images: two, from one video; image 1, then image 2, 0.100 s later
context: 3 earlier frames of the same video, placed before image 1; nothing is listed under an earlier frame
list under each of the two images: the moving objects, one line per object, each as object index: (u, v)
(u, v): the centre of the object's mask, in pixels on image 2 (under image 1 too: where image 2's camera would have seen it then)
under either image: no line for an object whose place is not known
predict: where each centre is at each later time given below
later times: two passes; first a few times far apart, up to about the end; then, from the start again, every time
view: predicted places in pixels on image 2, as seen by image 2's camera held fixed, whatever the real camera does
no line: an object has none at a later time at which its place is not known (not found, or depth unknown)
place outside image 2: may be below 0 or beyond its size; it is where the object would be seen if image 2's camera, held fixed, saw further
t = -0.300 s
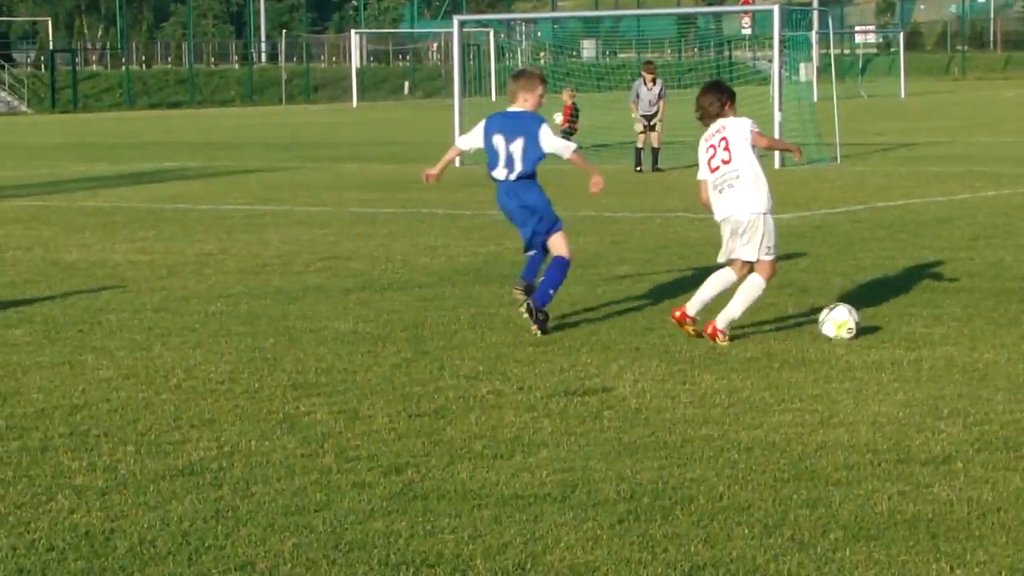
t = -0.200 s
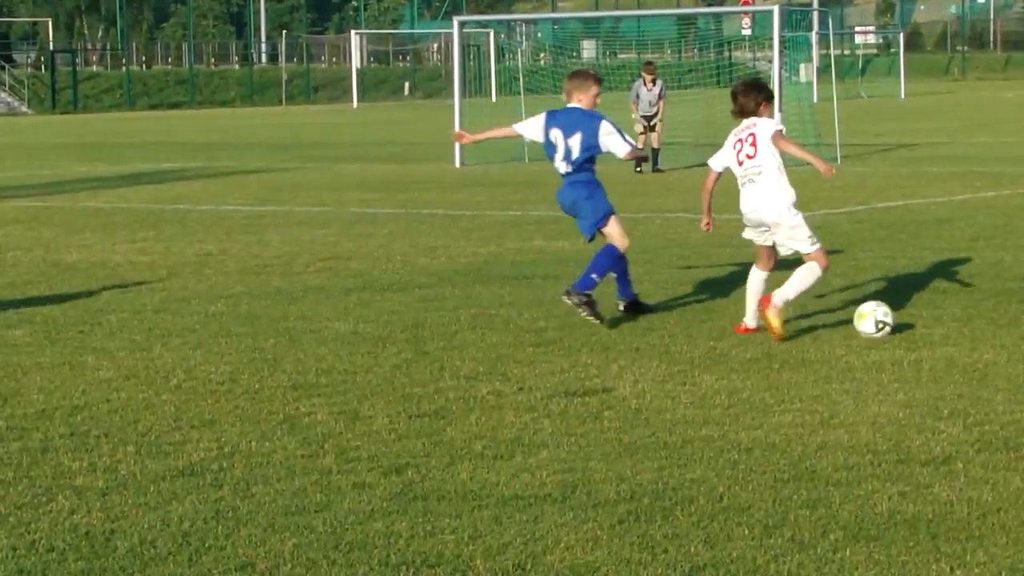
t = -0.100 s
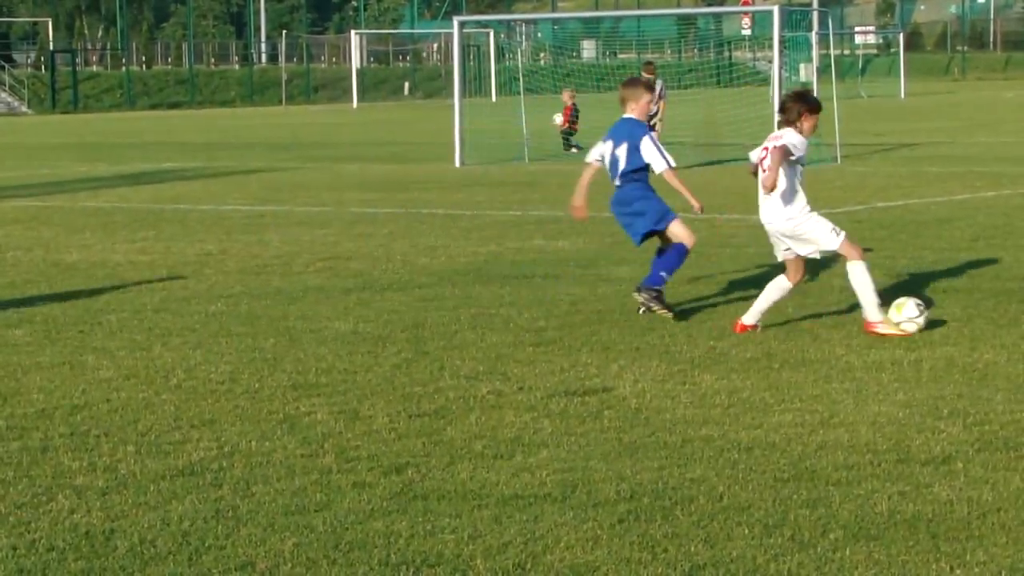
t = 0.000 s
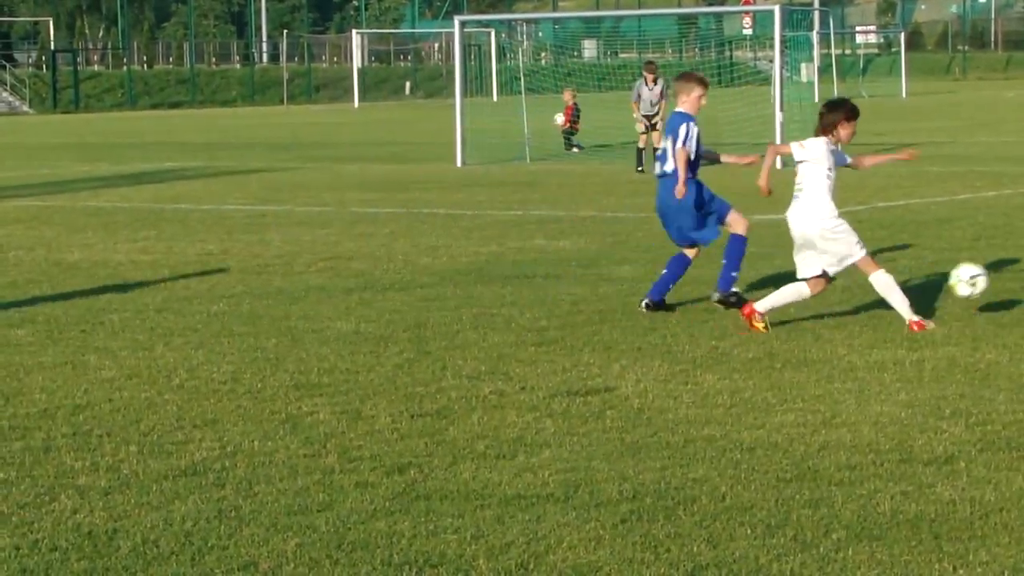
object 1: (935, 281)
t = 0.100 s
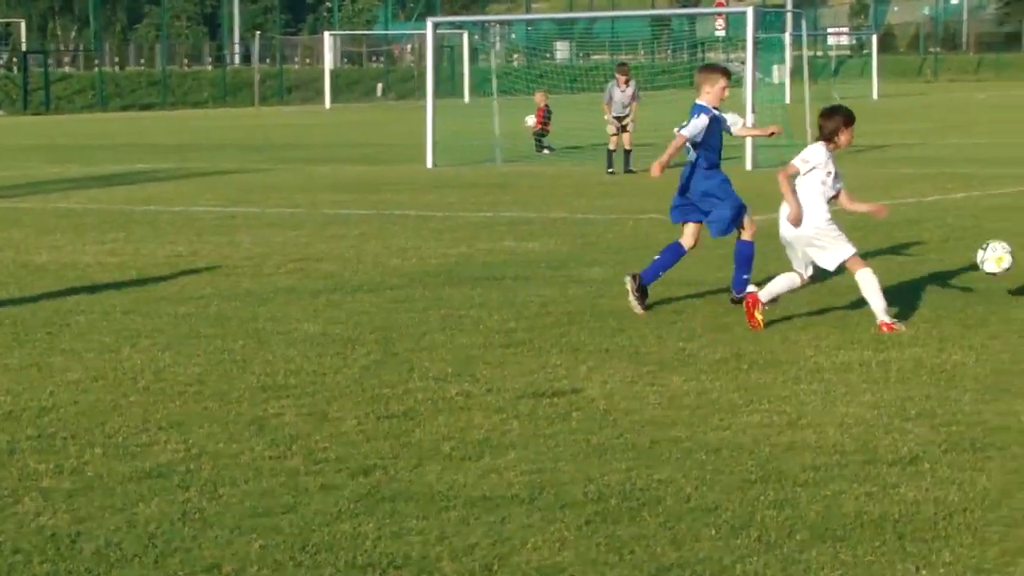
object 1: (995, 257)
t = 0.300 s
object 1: (1098, 263)
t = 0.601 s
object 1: (1177, 249)
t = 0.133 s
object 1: (1014, 254)
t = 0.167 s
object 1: (1032, 252)
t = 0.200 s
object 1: (1050, 251)
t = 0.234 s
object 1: (1067, 253)
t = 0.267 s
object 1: (1082, 257)
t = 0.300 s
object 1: (1098, 263)
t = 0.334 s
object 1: (1112, 267)
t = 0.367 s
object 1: (1122, 260)
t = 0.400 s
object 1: (1130, 253)
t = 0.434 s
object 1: (1138, 248)
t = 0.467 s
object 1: (1147, 244)
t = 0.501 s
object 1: (1156, 243)
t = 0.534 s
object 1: (1163, 244)
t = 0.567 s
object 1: (1170, 246)
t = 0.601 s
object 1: (1177, 249)
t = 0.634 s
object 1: (1185, 249)
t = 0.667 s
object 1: (1190, 245)
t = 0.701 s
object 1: (1197, 241)
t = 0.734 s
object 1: (1203, 239)
